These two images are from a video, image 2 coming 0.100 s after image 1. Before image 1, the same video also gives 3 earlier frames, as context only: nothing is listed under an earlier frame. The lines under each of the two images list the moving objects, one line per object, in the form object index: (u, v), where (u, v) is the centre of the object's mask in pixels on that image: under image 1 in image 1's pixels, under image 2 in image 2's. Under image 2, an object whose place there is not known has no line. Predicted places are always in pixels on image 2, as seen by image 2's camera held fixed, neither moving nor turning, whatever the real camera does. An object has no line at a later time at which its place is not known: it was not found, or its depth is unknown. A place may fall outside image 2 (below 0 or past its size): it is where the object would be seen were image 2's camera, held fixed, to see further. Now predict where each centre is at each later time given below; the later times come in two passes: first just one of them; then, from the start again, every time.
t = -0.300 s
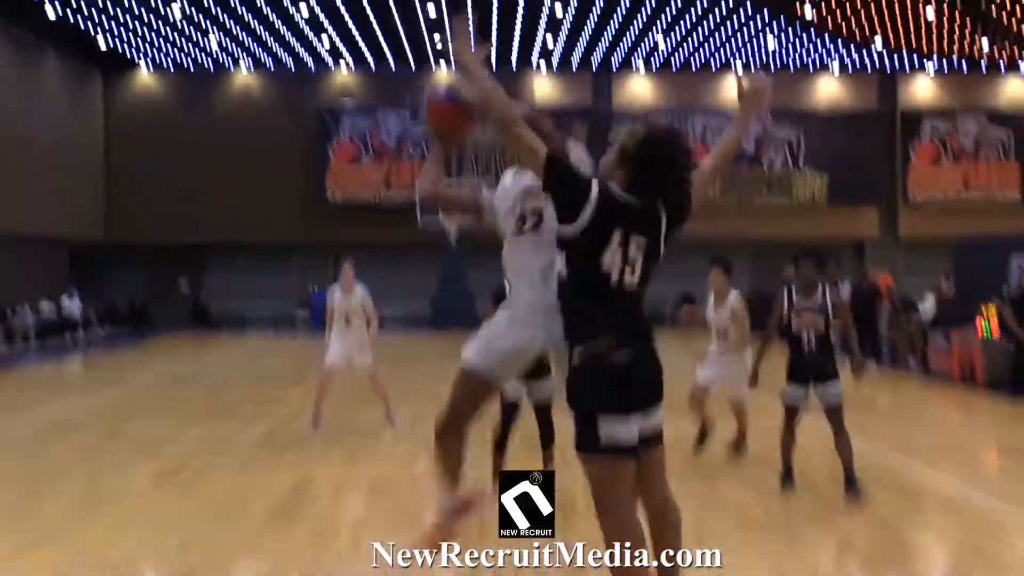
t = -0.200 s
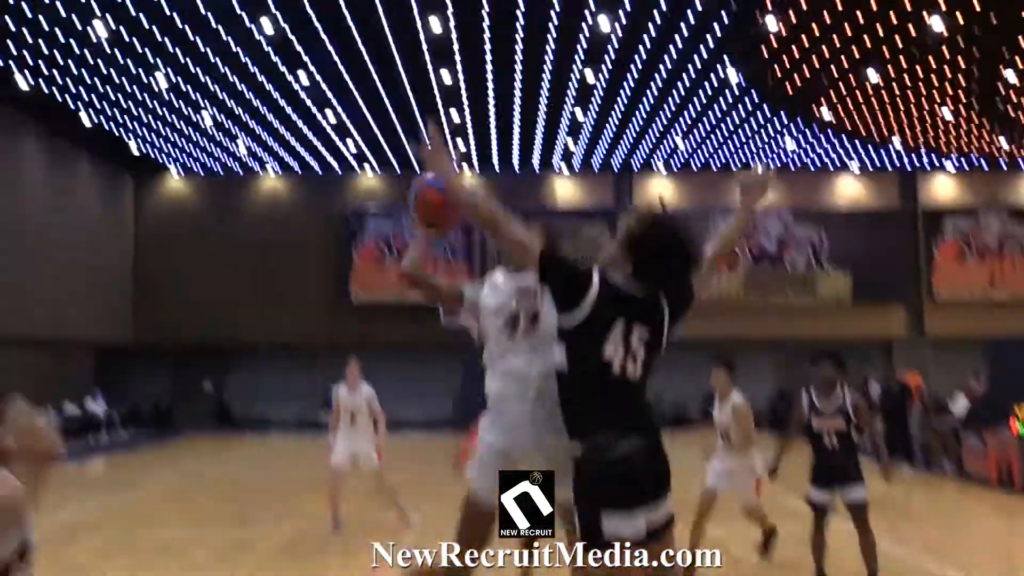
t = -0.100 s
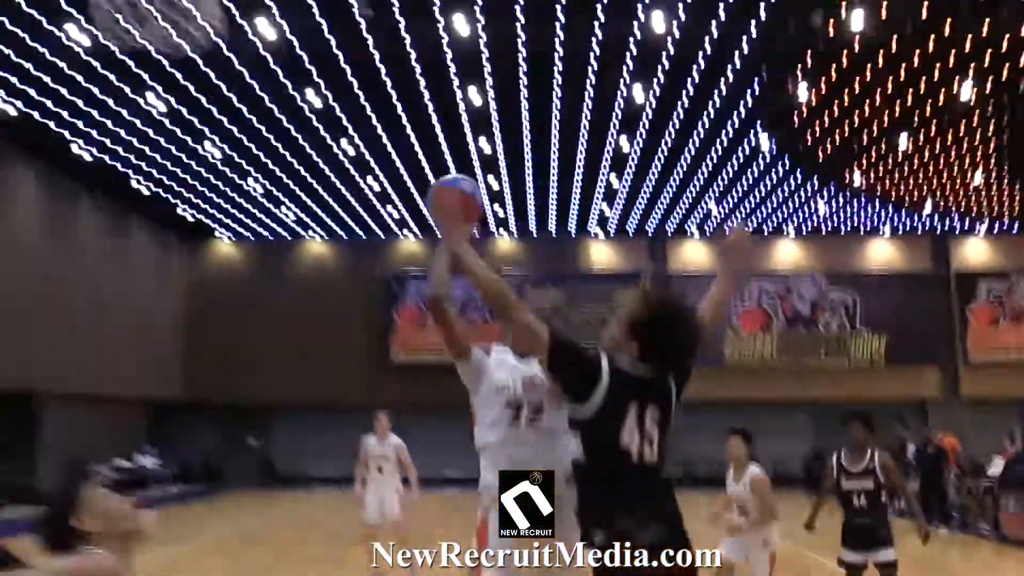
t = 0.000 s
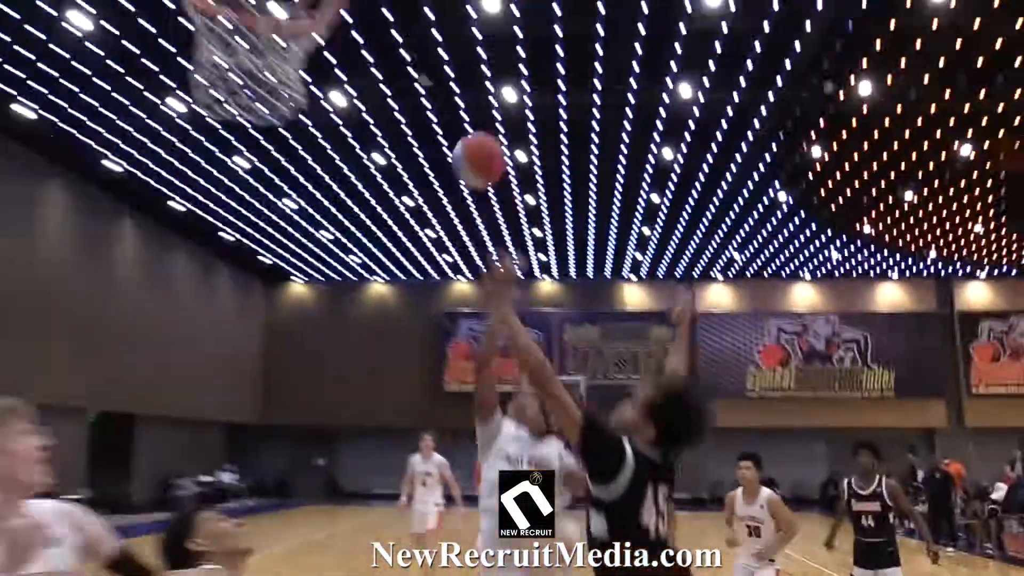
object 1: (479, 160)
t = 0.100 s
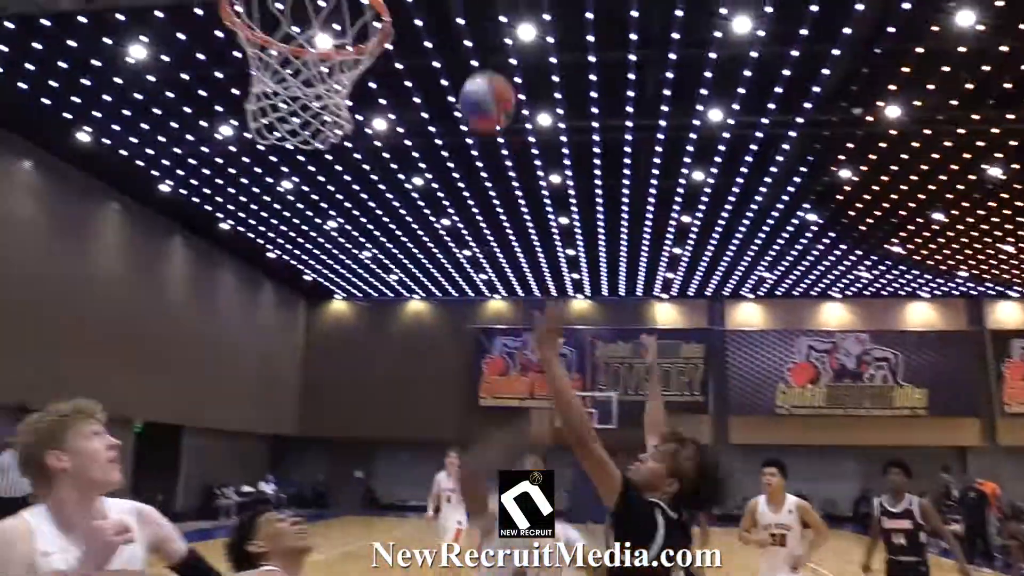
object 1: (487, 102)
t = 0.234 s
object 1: (441, 13)
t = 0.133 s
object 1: (477, 77)
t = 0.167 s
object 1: (465, 53)
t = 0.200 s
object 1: (453, 31)
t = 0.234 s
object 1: (441, 13)
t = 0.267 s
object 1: (427, 3)
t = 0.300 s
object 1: (418, -2)
